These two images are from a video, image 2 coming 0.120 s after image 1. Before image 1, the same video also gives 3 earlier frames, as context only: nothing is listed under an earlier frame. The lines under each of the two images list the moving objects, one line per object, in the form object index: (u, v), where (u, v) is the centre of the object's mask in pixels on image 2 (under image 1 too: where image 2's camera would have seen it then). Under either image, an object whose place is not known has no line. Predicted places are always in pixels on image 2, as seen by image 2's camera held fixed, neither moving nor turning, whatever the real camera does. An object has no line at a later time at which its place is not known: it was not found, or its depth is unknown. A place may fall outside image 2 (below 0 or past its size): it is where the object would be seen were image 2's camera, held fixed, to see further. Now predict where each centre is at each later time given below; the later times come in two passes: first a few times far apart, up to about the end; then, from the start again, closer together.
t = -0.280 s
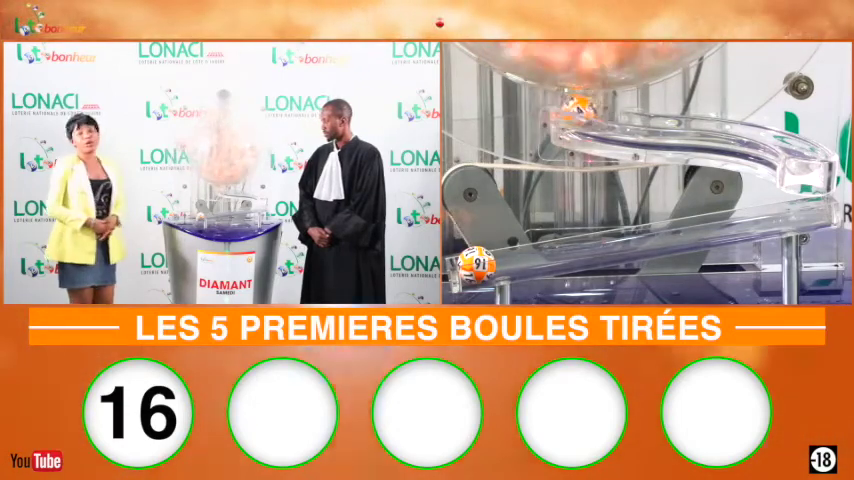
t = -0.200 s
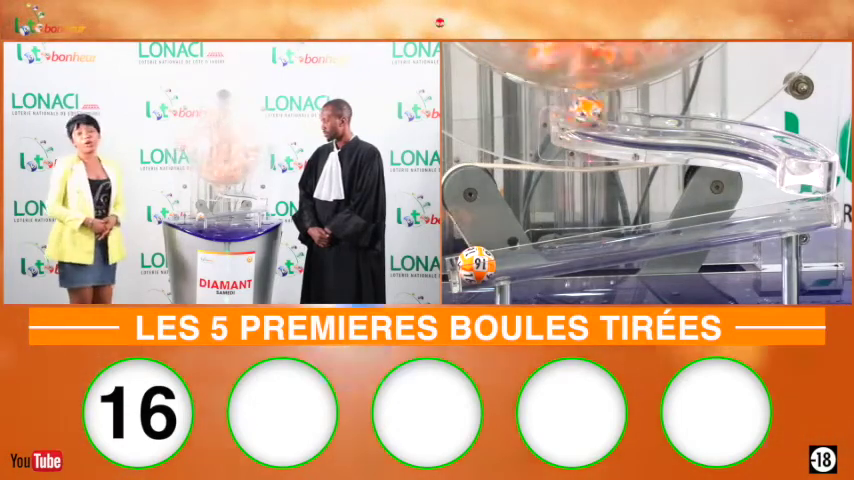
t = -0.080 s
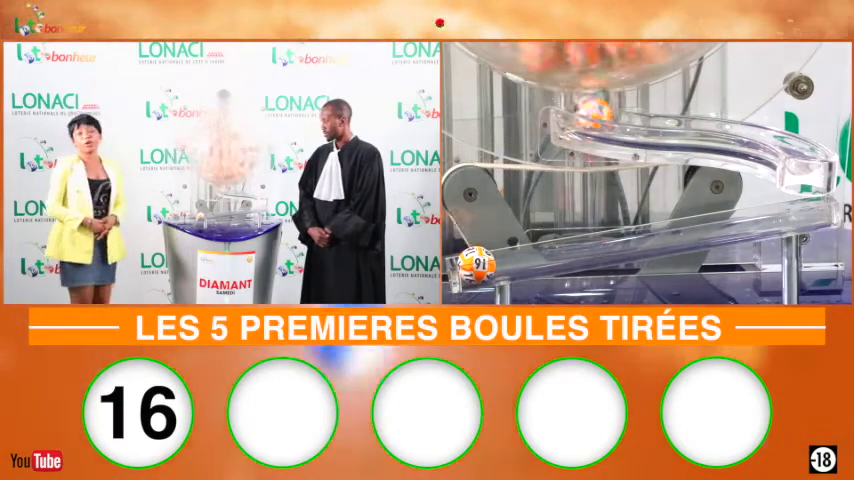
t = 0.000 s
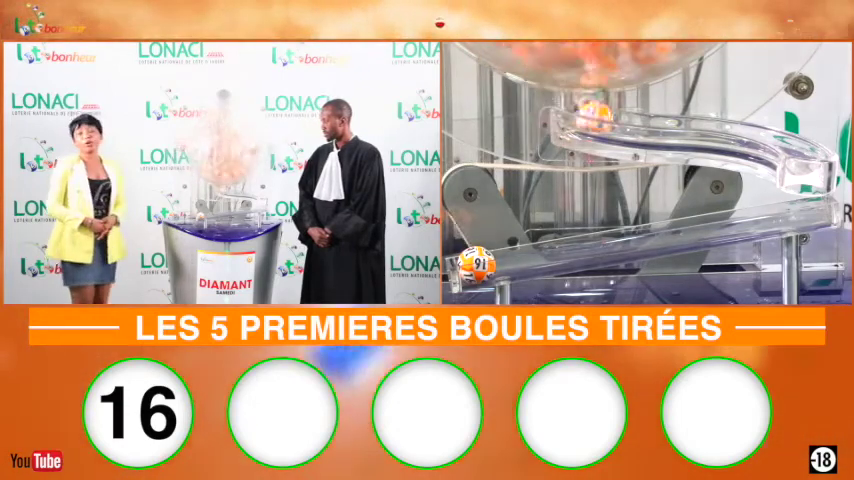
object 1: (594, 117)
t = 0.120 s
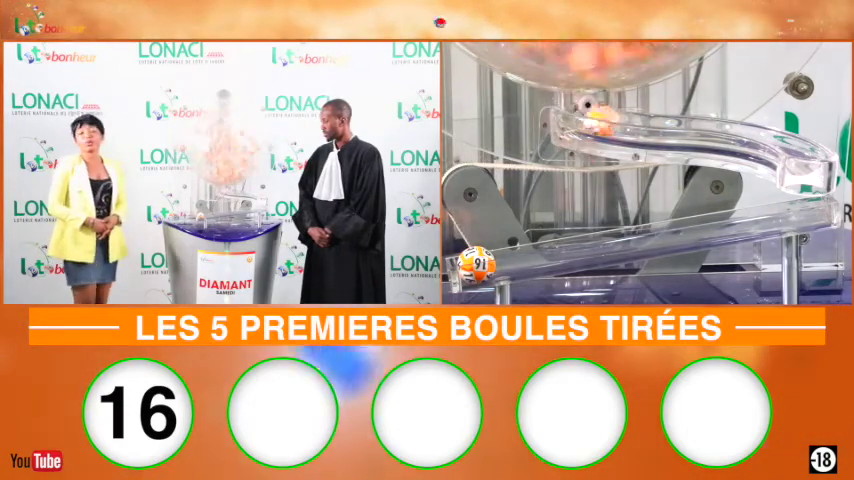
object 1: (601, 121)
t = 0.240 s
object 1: (623, 124)
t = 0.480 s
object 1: (689, 129)
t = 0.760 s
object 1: (790, 145)
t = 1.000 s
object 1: (800, 203)
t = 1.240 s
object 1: (777, 214)
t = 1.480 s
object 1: (724, 221)
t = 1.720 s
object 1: (636, 236)
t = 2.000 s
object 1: (520, 254)
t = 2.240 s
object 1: (514, 256)
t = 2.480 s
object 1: (512, 257)
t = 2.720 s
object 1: (512, 257)
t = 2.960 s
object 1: (512, 257)
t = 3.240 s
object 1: (512, 258)
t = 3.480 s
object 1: (512, 258)
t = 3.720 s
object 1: (512, 258)
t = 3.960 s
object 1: (512, 258)
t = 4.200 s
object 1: (512, 258)
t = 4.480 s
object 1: (512, 258)
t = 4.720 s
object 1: (512, 258)
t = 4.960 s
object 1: (512, 258)
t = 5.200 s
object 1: (512, 258)
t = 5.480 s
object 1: (512, 258)
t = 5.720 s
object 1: (512, 258)
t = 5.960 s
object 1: (512, 258)
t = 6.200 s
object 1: (512, 258)
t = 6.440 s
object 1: (512, 258)
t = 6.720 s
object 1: (512, 258)
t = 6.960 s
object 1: (512, 258)
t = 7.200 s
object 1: (512, 258)
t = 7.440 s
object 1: (512, 258)
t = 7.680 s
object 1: (512, 258)
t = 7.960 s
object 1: (512, 258)
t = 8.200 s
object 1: (512, 258)
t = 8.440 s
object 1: (512, 258)
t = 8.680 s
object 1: (512, 258)
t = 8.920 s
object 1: (512, 258)
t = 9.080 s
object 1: (512, 258)
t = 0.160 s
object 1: (609, 122)
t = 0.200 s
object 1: (618, 124)
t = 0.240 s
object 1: (623, 124)
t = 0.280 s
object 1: (635, 126)
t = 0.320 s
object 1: (645, 127)
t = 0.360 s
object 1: (656, 128)
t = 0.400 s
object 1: (668, 129)
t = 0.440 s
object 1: (679, 129)
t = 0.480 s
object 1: (689, 129)
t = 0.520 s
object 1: (703, 130)
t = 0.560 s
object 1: (717, 130)
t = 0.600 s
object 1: (731, 133)
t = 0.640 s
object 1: (747, 137)
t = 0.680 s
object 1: (758, 139)
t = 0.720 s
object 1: (771, 142)
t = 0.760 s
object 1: (790, 145)
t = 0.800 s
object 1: (798, 155)
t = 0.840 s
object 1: (805, 161)
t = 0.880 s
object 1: (805, 172)
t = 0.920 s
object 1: (803, 176)
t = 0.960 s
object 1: (809, 181)
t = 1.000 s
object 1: (800, 203)
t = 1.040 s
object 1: (795, 207)
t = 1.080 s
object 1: (793, 210)
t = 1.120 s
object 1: (790, 210)
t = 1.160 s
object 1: (787, 211)
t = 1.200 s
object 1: (782, 212)
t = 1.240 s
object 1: (777, 214)
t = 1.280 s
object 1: (771, 215)
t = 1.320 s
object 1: (765, 216)
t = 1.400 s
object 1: (745, 218)
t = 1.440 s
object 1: (735, 220)
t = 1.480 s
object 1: (724, 221)
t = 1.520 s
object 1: (712, 222)
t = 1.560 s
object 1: (699, 225)
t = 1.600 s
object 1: (685, 228)
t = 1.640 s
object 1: (670, 231)
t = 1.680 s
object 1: (653, 233)
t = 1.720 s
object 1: (636, 236)
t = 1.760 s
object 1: (617, 239)
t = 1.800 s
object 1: (598, 242)
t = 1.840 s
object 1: (578, 246)
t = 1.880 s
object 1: (555, 249)
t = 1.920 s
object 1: (534, 252)
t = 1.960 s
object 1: (515, 255)
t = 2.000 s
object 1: (520, 254)
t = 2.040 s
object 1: (523, 255)
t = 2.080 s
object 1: (523, 256)
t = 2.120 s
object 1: (521, 256)
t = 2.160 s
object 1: (518, 256)
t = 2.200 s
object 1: (514, 257)
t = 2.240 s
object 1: (514, 256)
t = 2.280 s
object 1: (514, 257)
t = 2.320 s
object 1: (513, 257)
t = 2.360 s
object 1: (512, 257)
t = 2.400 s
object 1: (512, 257)
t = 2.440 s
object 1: (512, 257)
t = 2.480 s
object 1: (512, 257)
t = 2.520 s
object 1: (512, 257)
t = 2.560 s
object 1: (512, 257)
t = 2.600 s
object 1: (512, 257)
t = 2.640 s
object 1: (512, 257)
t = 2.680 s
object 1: (512, 257)
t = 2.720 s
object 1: (512, 257)
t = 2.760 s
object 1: (512, 257)
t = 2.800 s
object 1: (512, 257)
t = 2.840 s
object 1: (512, 257)
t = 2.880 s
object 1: (512, 257)
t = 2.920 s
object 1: (512, 257)
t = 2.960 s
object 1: (512, 257)
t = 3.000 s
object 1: (512, 257)
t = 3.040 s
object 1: (512, 257)
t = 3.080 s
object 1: (512, 257)
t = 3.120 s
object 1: (512, 257)
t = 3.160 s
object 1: (512, 257)
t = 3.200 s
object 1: (512, 257)
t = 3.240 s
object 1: (512, 258)
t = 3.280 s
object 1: (512, 258)
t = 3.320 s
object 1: (512, 258)
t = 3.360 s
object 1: (512, 258)
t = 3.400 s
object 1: (512, 258)
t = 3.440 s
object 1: (512, 258)
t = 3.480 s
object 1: (512, 258)
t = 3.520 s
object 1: (512, 258)
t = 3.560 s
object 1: (512, 258)
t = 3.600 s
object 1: (512, 258)
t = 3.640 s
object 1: (512, 258)
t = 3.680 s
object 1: (512, 258)
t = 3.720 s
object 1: (512, 258)
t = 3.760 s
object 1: (512, 258)
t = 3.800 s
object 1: (512, 258)
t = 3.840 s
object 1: (512, 258)
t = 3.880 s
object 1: (512, 258)
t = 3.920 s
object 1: (512, 258)
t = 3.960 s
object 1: (512, 258)
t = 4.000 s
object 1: (512, 258)
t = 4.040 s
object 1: (512, 258)
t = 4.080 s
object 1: (512, 258)
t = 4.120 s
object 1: (512, 258)
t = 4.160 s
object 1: (512, 258)
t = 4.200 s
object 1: (512, 258)
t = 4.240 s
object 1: (512, 258)
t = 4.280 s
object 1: (512, 258)
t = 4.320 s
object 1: (512, 258)
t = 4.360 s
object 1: (512, 258)
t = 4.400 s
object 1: (512, 258)
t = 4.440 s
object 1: (512, 258)
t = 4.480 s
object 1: (512, 258)
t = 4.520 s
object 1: (512, 258)
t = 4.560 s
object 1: (512, 258)
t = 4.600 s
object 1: (512, 258)
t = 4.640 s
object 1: (512, 258)
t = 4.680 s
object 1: (512, 258)
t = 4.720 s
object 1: (512, 258)
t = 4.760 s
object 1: (512, 258)
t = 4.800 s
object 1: (512, 258)
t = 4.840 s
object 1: (512, 258)
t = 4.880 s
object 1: (512, 258)
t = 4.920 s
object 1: (512, 258)
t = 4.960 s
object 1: (512, 258)
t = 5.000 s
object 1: (512, 258)
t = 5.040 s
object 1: (512, 258)
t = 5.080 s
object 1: (512, 258)
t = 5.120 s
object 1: (512, 258)
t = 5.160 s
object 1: (512, 258)
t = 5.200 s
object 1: (512, 258)
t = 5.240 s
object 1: (512, 258)
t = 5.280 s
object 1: (512, 258)
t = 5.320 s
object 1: (512, 258)
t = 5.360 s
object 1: (512, 258)
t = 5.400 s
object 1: (512, 258)
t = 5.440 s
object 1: (512, 258)
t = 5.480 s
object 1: (512, 258)
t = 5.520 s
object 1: (512, 258)
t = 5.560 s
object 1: (512, 258)
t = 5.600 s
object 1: (512, 258)
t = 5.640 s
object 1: (512, 258)
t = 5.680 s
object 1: (512, 258)
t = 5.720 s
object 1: (512, 258)
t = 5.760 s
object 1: (512, 258)
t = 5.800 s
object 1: (512, 258)
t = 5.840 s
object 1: (512, 258)
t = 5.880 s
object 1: (512, 258)
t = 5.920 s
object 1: (512, 258)
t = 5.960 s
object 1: (512, 258)
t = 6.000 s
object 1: (512, 258)
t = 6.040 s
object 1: (512, 258)
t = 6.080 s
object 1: (512, 258)
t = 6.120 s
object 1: (512, 258)
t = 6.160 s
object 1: (512, 258)
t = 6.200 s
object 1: (512, 258)
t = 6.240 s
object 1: (512, 258)
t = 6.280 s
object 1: (512, 258)
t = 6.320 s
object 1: (512, 258)
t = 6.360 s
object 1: (512, 258)
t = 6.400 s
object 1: (512, 258)
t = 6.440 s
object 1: (512, 258)
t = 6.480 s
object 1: (512, 258)
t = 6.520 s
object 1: (512, 258)
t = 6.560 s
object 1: (512, 258)
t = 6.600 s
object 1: (512, 258)
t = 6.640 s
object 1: (512, 258)
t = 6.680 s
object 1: (512, 258)
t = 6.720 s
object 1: (512, 258)
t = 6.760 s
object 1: (512, 258)
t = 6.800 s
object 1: (512, 258)
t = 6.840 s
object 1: (512, 258)
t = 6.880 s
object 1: (512, 258)
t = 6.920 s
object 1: (512, 258)
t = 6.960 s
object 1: (512, 258)
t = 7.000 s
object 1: (512, 258)
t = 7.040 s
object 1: (512, 258)
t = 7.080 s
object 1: (512, 258)
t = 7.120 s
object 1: (512, 258)
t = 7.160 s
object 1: (512, 258)
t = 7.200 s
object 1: (512, 258)
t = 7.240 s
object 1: (512, 258)
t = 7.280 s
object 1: (512, 258)
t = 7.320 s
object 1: (512, 258)
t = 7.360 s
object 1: (512, 258)
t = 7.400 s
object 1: (512, 258)
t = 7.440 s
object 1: (512, 258)
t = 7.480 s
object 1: (512, 258)
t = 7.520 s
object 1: (512, 258)
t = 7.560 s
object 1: (512, 258)
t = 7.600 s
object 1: (512, 258)
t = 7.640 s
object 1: (512, 258)
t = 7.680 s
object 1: (512, 258)
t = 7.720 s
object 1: (512, 258)
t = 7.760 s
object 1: (512, 258)
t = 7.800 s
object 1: (512, 258)
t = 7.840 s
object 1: (512, 258)
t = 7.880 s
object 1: (512, 258)
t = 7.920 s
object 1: (512, 258)
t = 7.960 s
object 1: (512, 258)
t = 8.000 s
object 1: (512, 258)
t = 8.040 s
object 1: (512, 258)
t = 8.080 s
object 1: (512, 258)
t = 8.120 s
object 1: (512, 258)
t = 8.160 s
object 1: (512, 258)
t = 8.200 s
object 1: (512, 258)
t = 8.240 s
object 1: (512, 258)
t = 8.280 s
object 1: (512, 258)
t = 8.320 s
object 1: (512, 258)
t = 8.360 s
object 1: (512, 258)
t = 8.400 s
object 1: (512, 258)
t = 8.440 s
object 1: (512, 258)
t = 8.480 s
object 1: (512, 258)
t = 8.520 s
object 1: (512, 258)
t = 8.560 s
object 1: (512, 258)
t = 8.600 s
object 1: (512, 258)
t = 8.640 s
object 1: (512, 258)
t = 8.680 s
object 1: (512, 258)
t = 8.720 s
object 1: (512, 258)
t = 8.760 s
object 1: (512, 258)
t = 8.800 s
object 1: (512, 258)
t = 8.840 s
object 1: (512, 258)
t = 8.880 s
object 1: (512, 258)
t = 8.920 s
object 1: (512, 258)
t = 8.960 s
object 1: (512, 258)
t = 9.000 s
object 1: (512, 258)
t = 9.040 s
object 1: (512, 258)
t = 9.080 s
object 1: (512, 258)
